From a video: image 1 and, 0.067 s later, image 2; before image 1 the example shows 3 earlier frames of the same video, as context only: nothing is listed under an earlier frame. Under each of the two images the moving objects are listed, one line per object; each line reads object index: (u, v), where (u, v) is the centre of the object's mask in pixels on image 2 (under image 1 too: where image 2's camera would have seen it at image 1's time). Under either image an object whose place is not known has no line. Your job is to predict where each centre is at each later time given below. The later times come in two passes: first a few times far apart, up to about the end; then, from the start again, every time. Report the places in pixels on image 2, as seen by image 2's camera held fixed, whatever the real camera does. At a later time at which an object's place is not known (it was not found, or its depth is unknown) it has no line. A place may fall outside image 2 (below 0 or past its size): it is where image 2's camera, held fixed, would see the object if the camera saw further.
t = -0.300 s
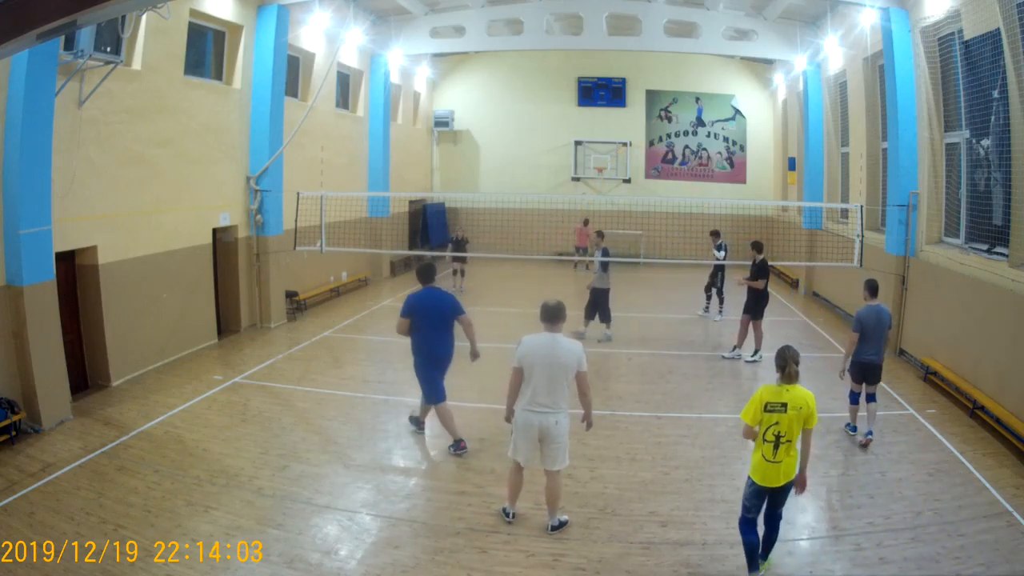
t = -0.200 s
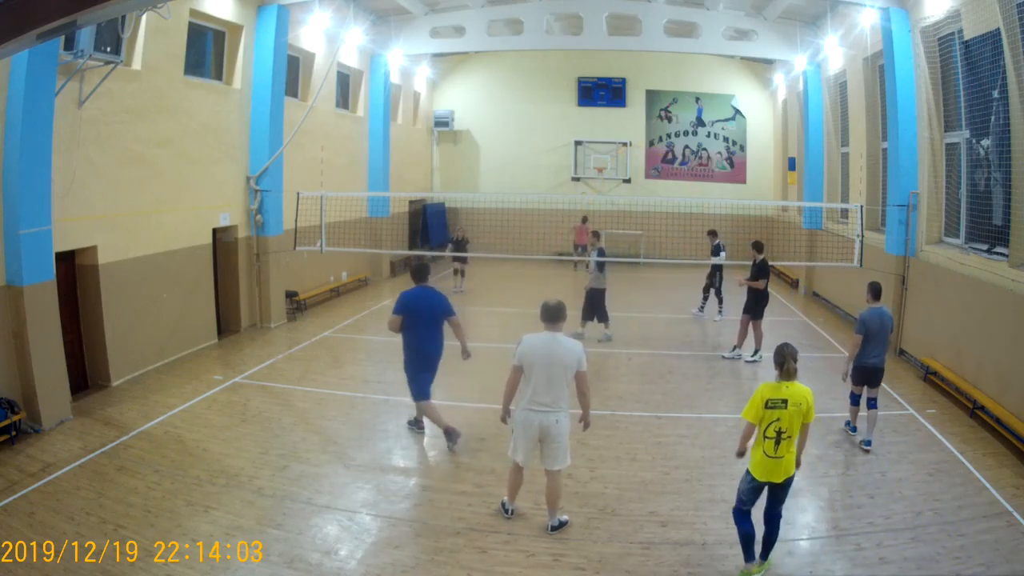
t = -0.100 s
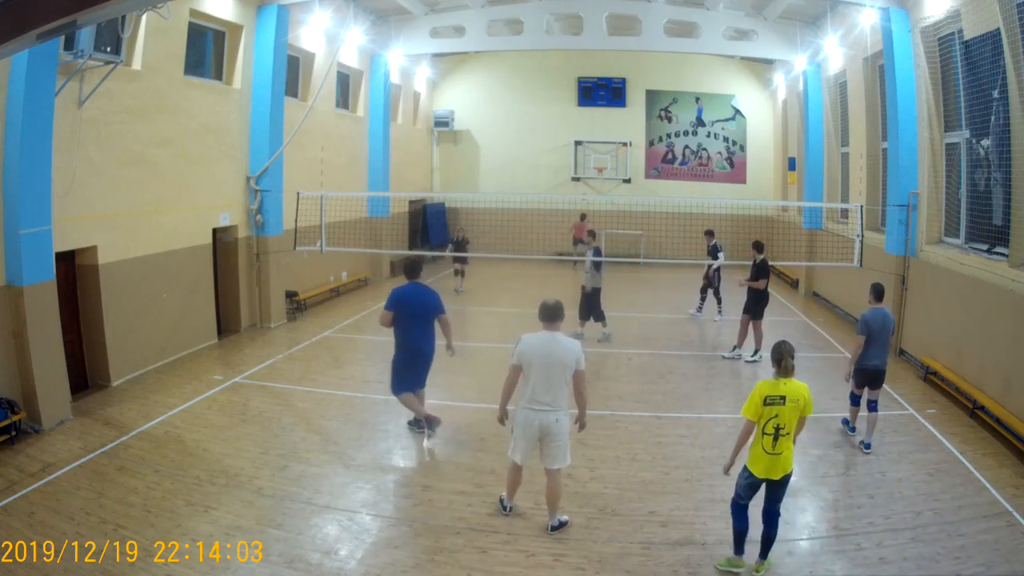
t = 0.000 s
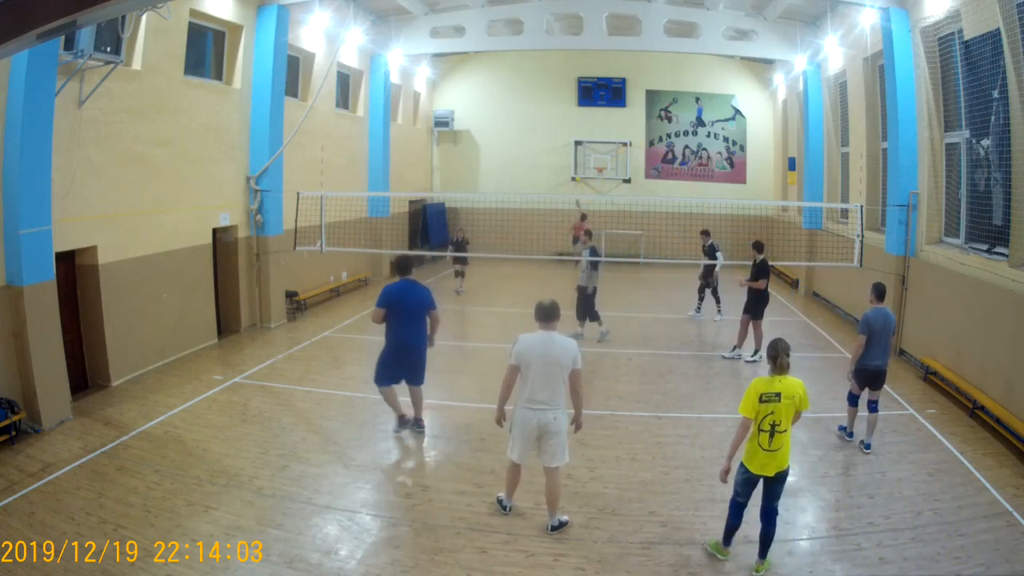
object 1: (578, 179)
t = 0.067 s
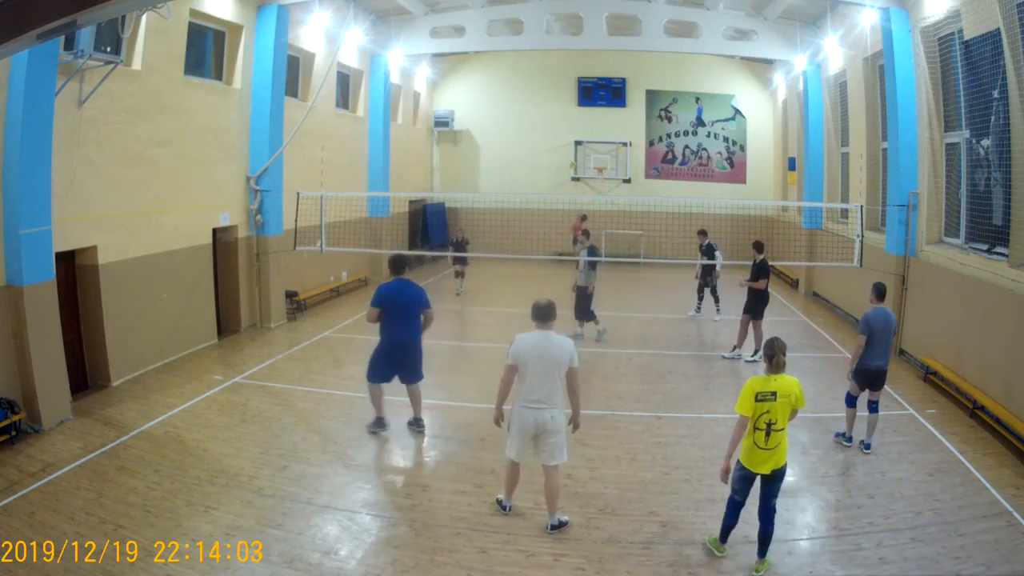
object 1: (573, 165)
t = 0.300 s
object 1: (553, 116)
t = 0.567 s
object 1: (523, 76)
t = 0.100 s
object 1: (570, 157)
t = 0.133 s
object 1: (567, 149)
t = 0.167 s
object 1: (565, 143)
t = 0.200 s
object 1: (562, 135)
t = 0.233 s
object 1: (559, 128)
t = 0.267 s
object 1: (556, 122)
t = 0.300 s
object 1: (553, 116)
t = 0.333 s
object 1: (551, 108)
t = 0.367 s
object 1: (548, 104)
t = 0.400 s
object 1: (543, 99)
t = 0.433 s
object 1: (539, 94)
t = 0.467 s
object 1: (535, 88)
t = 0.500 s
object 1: (532, 84)
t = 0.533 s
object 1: (527, 80)
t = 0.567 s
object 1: (523, 76)
